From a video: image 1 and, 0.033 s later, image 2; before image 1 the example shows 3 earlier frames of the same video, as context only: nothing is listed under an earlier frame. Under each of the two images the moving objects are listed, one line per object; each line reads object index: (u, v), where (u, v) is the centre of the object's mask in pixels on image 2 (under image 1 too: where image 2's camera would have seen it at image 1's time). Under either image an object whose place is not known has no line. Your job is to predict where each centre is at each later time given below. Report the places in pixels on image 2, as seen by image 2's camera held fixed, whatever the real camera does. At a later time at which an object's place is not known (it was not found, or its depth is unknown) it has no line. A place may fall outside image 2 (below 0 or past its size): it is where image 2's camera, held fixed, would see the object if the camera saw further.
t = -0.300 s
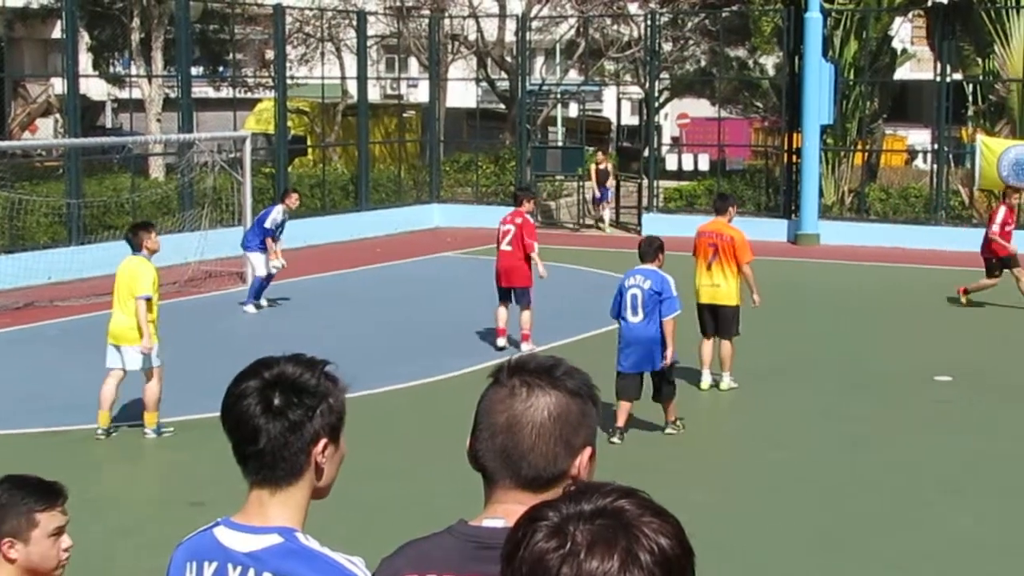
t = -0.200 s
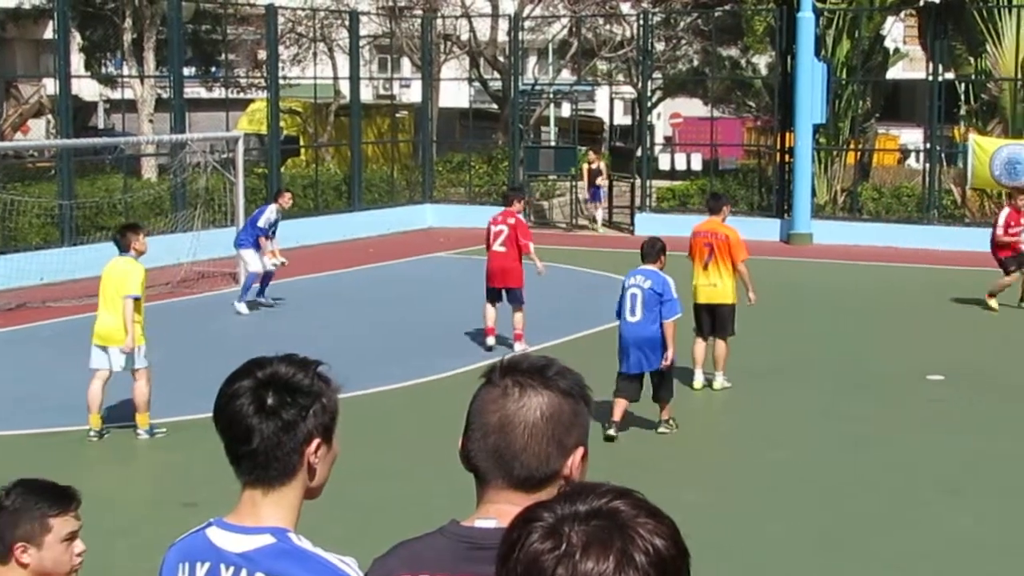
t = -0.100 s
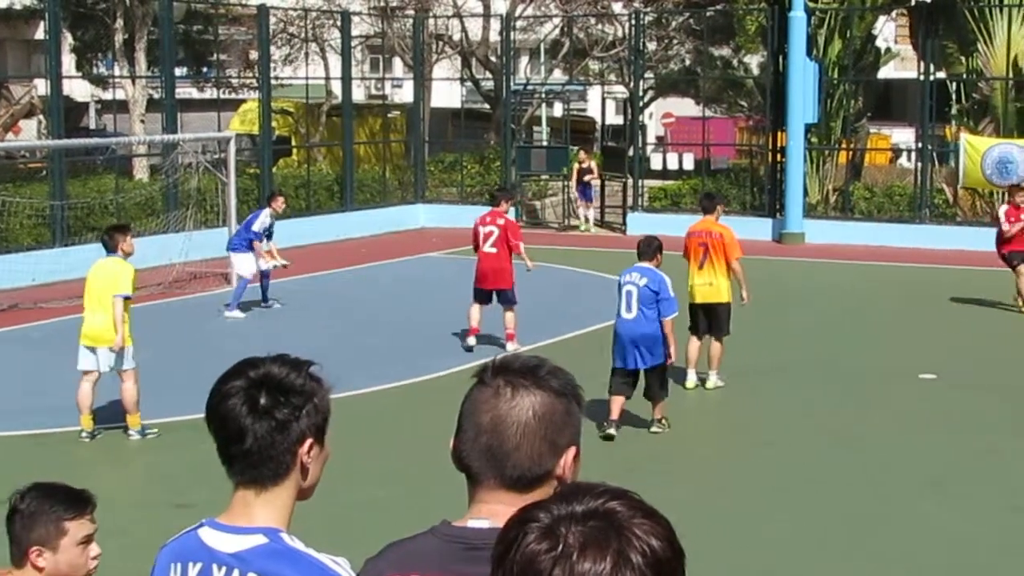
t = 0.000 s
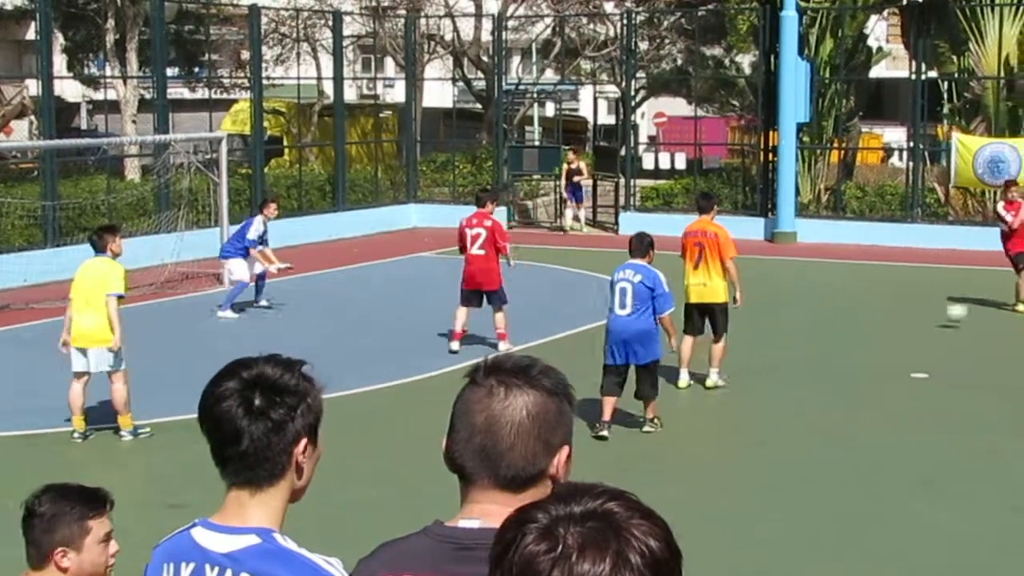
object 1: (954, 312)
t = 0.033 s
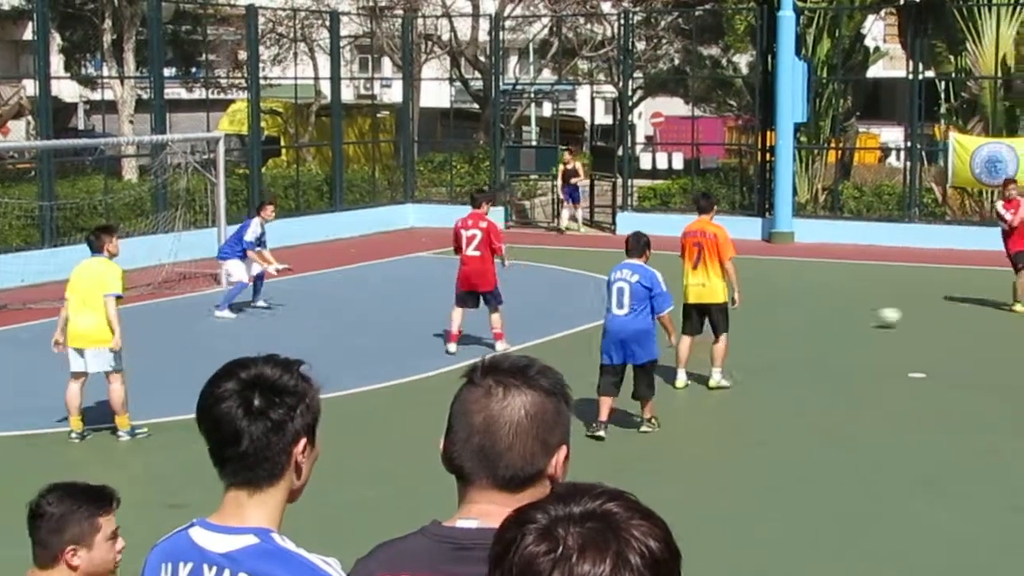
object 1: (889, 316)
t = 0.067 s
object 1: (831, 318)
